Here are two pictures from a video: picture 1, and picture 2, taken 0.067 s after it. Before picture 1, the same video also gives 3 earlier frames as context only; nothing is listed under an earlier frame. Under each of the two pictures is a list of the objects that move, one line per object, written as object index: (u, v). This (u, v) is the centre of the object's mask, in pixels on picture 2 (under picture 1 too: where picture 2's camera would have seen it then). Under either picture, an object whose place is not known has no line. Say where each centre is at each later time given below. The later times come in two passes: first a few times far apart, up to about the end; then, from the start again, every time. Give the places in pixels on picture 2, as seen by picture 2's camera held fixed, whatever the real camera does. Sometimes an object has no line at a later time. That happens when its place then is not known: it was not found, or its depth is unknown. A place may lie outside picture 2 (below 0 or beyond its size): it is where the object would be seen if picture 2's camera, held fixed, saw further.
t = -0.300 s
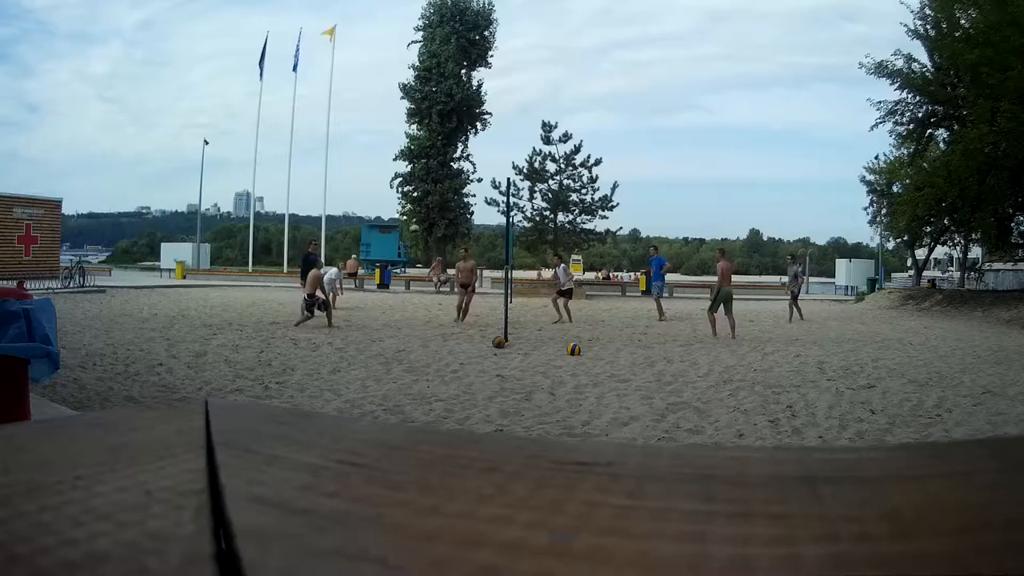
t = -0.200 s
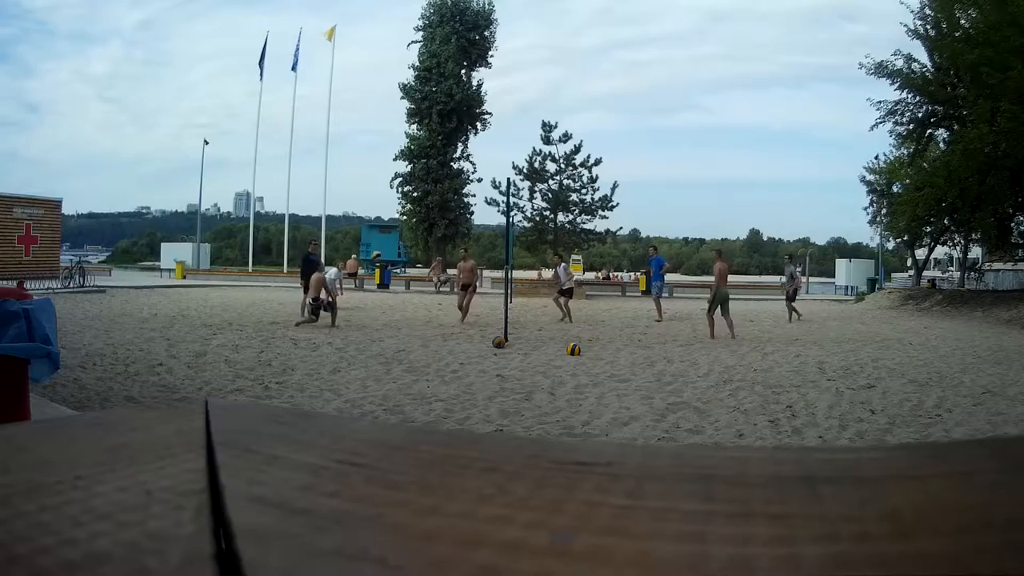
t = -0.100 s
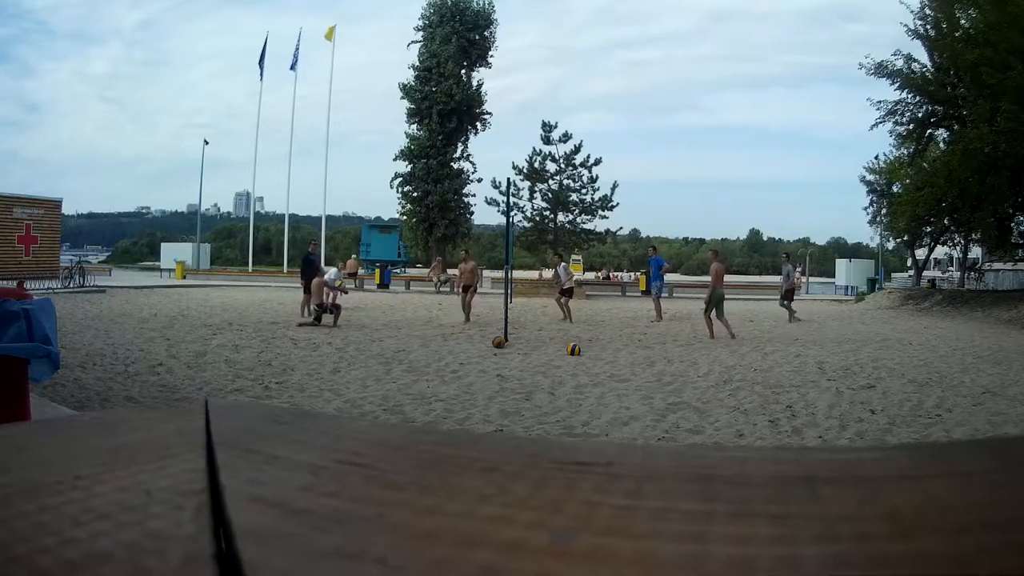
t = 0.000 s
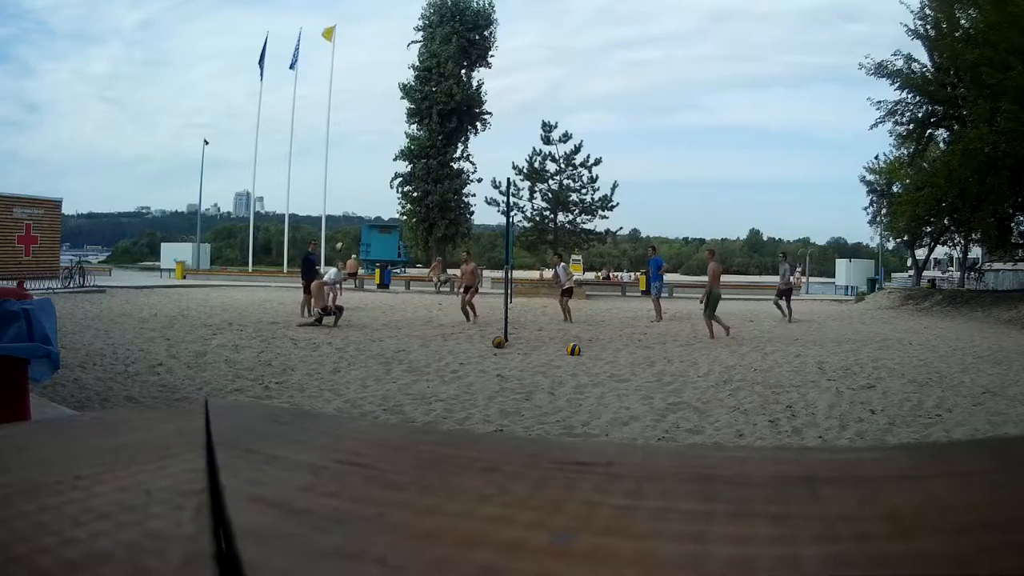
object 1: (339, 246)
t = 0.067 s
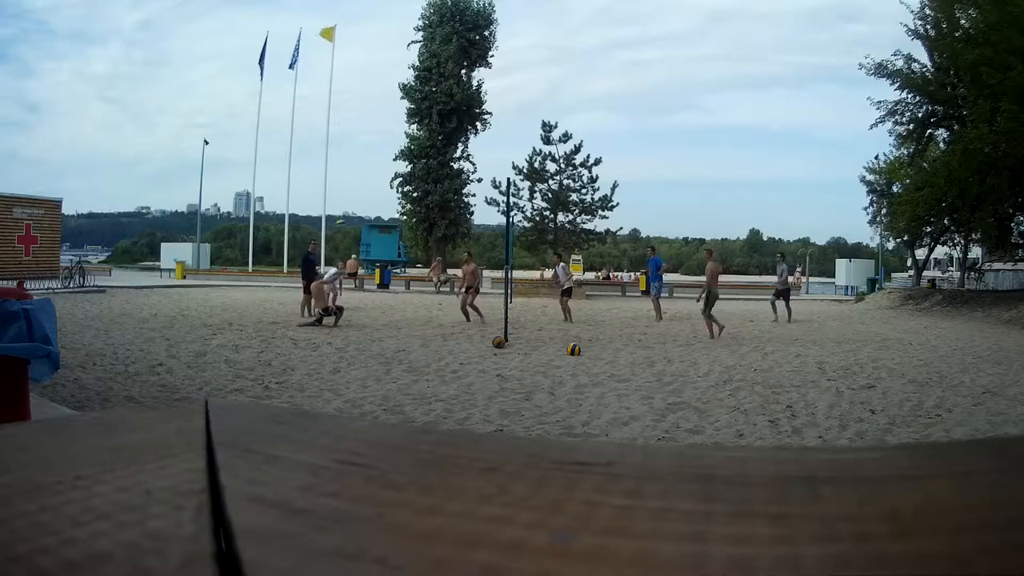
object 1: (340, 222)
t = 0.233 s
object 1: (340, 177)
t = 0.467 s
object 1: (337, 131)
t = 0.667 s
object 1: (334, 111)
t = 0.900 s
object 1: (327, 111)
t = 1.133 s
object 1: (318, 136)
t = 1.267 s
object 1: (313, 162)
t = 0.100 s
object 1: (340, 213)
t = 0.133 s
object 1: (340, 204)
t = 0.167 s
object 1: (340, 194)
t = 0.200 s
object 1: (340, 185)
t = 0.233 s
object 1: (340, 177)
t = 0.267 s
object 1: (339, 169)
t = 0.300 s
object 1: (339, 161)
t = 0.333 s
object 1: (339, 154)
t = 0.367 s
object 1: (338, 147)
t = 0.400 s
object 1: (338, 141)
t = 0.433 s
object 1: (338, 136)
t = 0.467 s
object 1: (337, 131)
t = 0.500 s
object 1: (337, 126)
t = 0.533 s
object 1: (336, 122)
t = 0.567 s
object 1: (335, 119)
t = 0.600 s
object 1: (335, 116)
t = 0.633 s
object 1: (334, 113)
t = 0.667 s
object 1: (334, 111)
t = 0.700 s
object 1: (333, 109)
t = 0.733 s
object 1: (332, 109)
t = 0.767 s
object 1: (331, 108)
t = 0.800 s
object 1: (330, 108)
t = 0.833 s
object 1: (329, 108)
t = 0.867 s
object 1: (328, 109)
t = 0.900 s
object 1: (327, 111)
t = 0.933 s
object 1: (326, 113)
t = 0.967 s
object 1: (325, 115)
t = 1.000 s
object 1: (324, 118)
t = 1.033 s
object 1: (322, 122)
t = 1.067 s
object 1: (321, 126)
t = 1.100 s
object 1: (320, 131)
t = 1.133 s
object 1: (318, 136)
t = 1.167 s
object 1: (317, 141)
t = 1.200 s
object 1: (316, 148)
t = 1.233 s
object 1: (314, 154)
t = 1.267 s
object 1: (313, 162)
